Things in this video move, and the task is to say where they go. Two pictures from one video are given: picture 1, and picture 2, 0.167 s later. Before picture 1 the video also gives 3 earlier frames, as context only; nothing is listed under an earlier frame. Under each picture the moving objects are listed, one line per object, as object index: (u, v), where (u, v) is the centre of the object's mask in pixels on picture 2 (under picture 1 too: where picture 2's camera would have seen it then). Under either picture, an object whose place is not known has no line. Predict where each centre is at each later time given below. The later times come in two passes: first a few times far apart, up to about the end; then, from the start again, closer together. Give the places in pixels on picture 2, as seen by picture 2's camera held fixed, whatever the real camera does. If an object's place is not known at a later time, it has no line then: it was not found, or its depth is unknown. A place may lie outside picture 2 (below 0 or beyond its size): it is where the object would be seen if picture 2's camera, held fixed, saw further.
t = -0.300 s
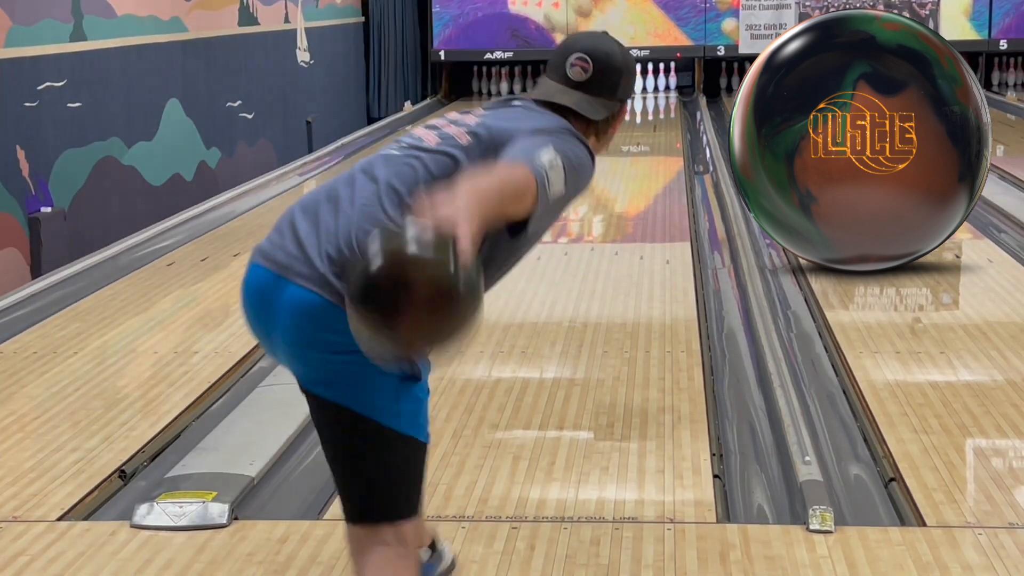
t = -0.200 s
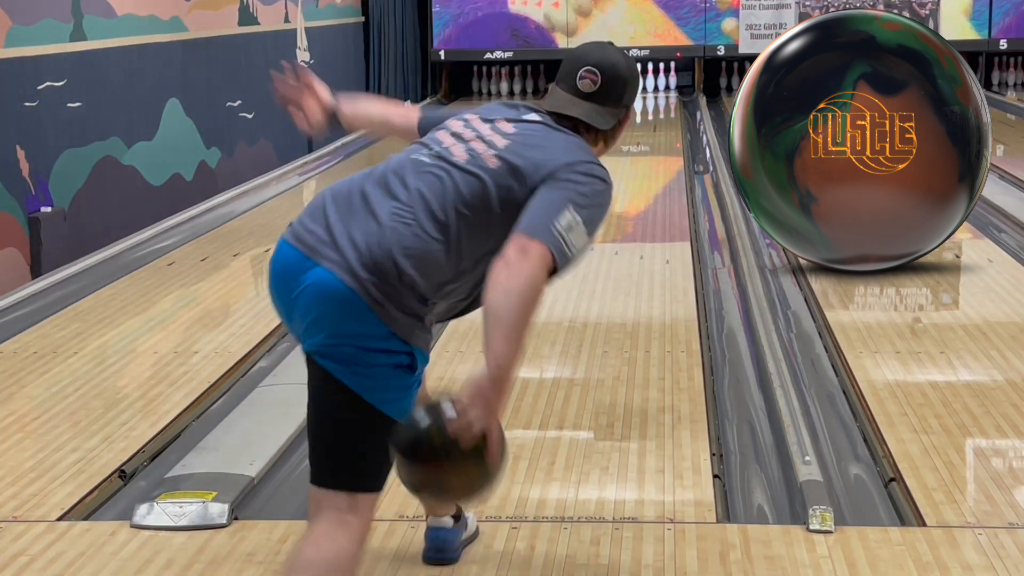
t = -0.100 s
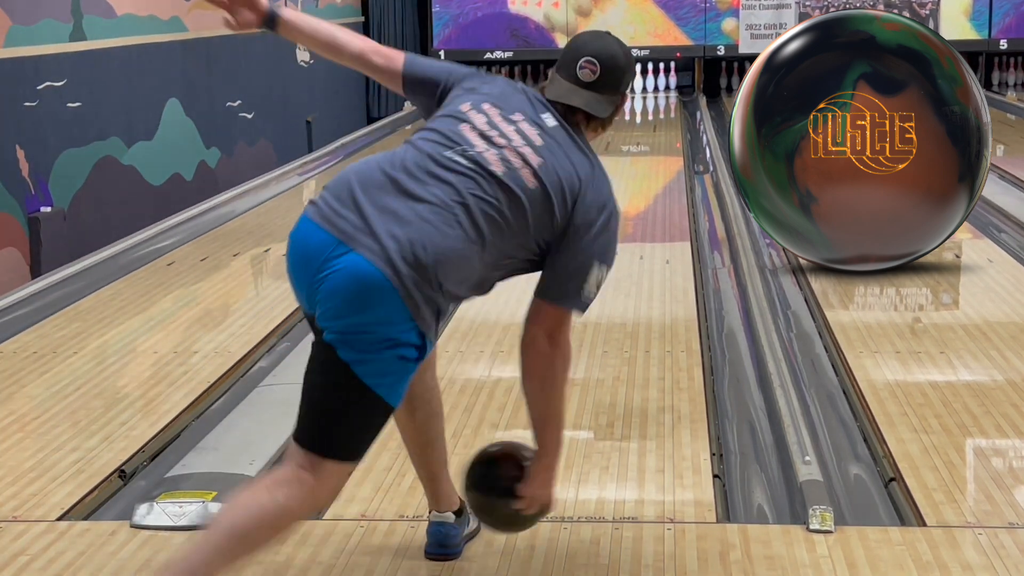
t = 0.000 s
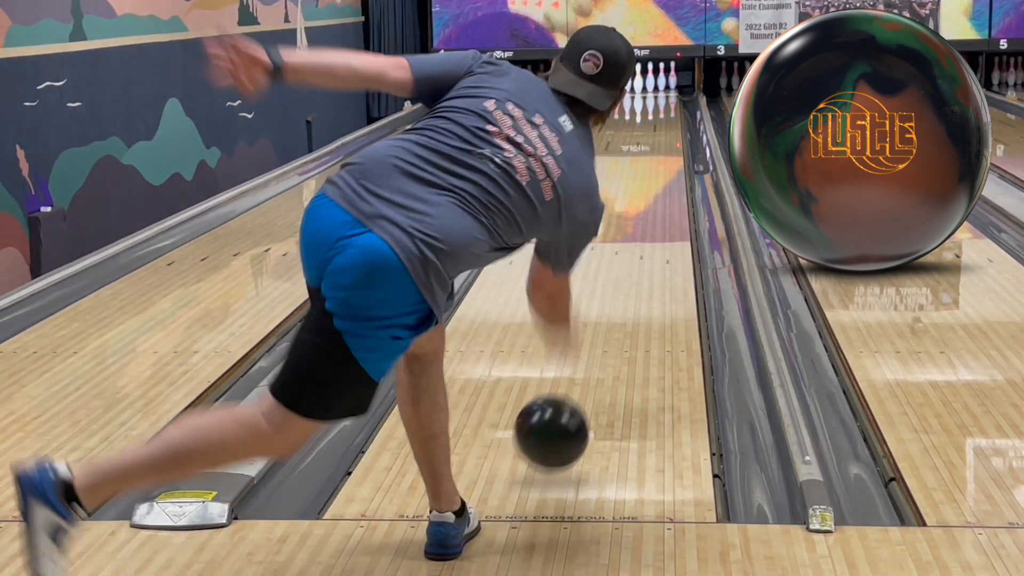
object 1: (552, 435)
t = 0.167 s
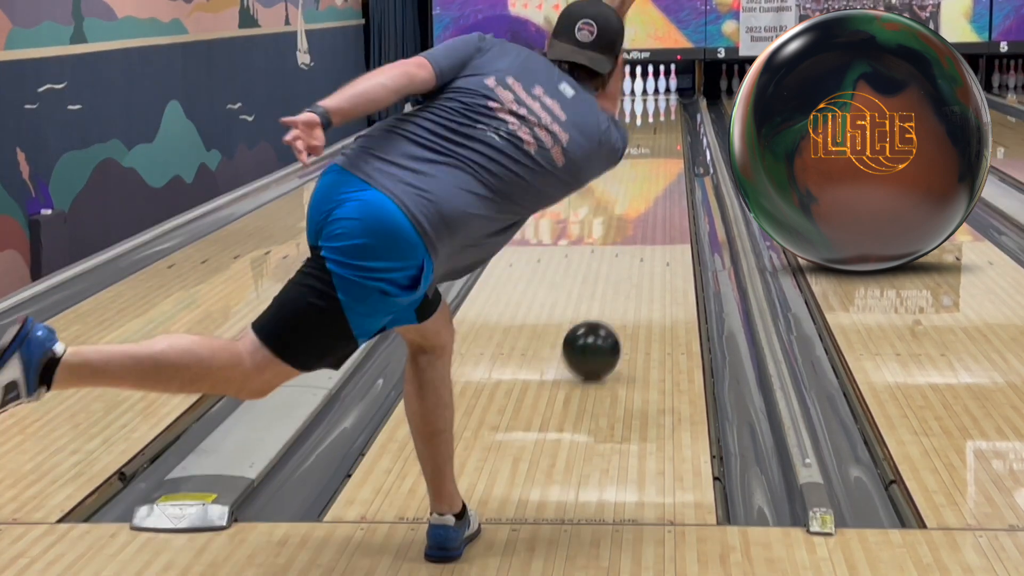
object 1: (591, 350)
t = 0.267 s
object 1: (607, 307)
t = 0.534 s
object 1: (635, 230)
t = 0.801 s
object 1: (650, 184)
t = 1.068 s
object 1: (659, 153)
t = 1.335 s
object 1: (664, 131)
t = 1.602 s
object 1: (664, 114)
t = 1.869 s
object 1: (659, 102)
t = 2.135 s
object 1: (650, 92)
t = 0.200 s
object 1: (597, 335)
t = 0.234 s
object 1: (603, 320)
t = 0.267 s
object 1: (607, 307)
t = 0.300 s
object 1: (612, 295)
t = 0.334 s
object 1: (616, 284)
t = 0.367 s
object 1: (620, 273)
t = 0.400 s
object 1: (623, 264)
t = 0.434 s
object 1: (626, 255)
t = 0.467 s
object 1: (630, 246)
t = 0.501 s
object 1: (632, 238)
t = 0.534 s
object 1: (635, 230)
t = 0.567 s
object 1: (637, 224)
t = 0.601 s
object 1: (640, 217)
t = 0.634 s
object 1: (641, 211)
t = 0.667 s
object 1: (644, 205)
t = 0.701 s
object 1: (646, 200)
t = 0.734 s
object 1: (647, 194)
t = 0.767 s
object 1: (649, 189)
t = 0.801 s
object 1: (650, 184)
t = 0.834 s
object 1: (652, 180)
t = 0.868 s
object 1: (653, 176)
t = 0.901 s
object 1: (654, 172)
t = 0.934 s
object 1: (656, 168)
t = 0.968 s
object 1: (657, 164)
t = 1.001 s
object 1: (658, 160)
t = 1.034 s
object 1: (659, 157)
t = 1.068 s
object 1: (659, 153)
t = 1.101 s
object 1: (660, 150)
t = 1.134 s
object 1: (661, 147)
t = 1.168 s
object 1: (661, 145)
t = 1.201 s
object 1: (662, 142)
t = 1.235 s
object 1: (662, 139)
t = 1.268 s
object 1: (663, 136)
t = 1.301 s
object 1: (663, 134)
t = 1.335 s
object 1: (664, 131)
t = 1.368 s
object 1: (664, 129)
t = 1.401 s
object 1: (664, 127)
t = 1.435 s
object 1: (665, 124)
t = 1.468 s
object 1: (665, 122)
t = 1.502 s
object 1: (666, 120)
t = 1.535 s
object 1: (665, 118)
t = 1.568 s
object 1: (664, 116)
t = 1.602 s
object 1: (664, 114)
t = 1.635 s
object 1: (664, 112)
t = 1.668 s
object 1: (664, 111)
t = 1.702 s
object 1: (664, 109)
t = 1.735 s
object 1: (663, 108)
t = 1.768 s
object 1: (662, 106)
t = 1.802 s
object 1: (661, 105)
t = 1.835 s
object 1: (661, 103)
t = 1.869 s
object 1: (659, 102)
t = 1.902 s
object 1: (658, 100)
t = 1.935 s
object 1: (658, 99)
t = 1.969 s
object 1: (657, 98)
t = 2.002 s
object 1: (655, 97)
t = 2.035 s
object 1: (654, 95)
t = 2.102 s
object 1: (650, 93)
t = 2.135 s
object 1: (650, 92)
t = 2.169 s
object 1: (648, 91)
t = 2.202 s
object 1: (646, 90)
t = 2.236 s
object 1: (643, 89)
